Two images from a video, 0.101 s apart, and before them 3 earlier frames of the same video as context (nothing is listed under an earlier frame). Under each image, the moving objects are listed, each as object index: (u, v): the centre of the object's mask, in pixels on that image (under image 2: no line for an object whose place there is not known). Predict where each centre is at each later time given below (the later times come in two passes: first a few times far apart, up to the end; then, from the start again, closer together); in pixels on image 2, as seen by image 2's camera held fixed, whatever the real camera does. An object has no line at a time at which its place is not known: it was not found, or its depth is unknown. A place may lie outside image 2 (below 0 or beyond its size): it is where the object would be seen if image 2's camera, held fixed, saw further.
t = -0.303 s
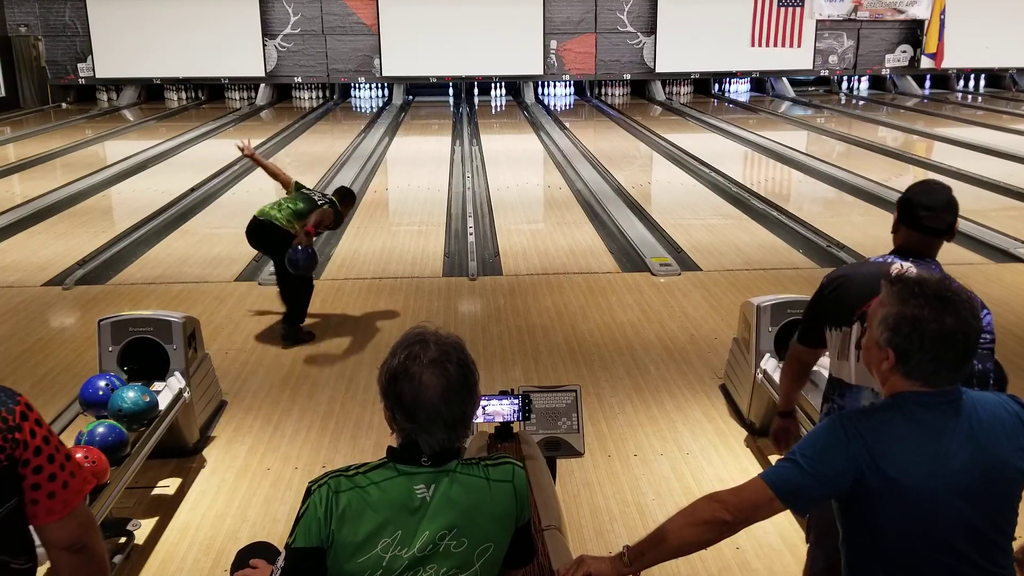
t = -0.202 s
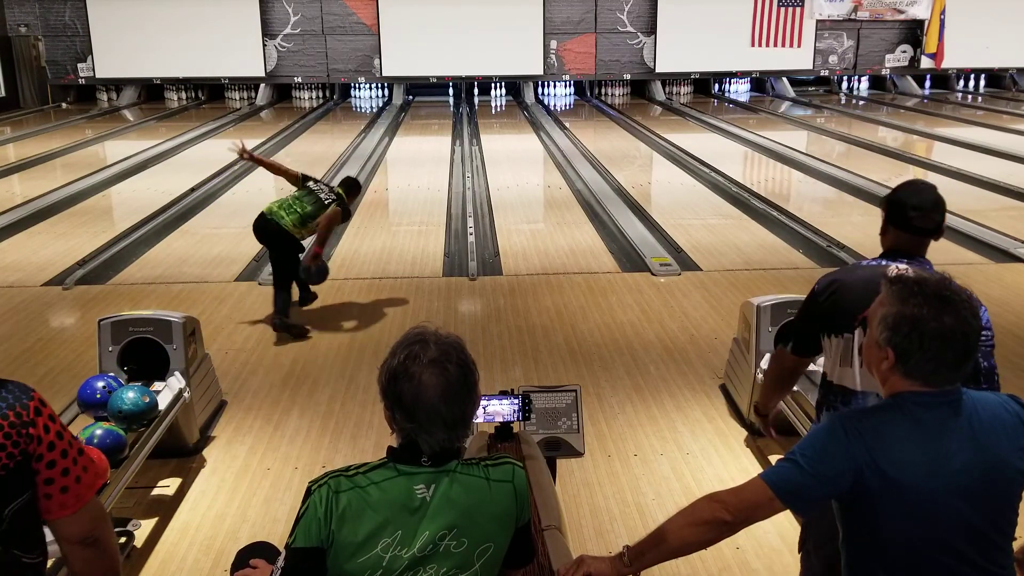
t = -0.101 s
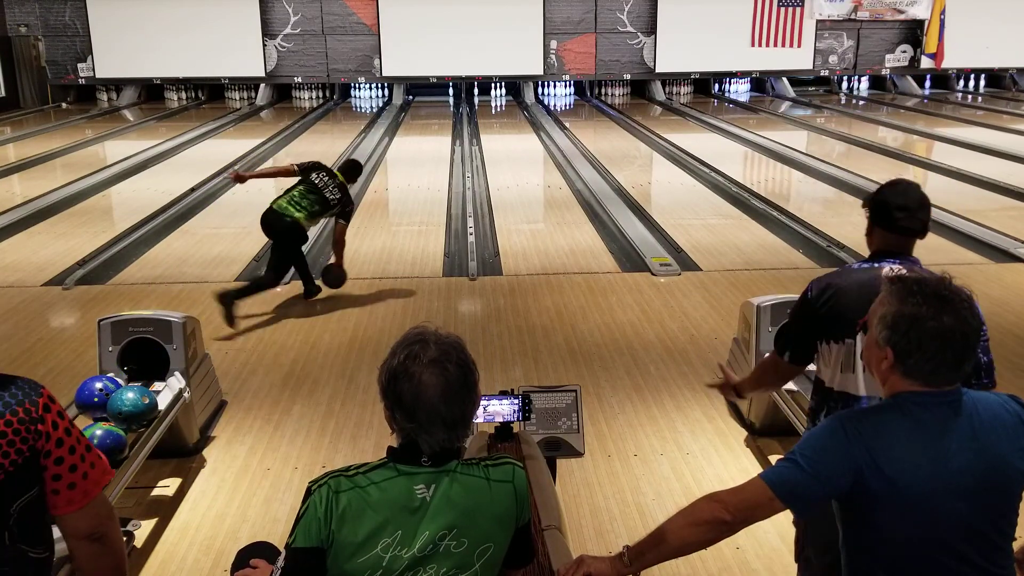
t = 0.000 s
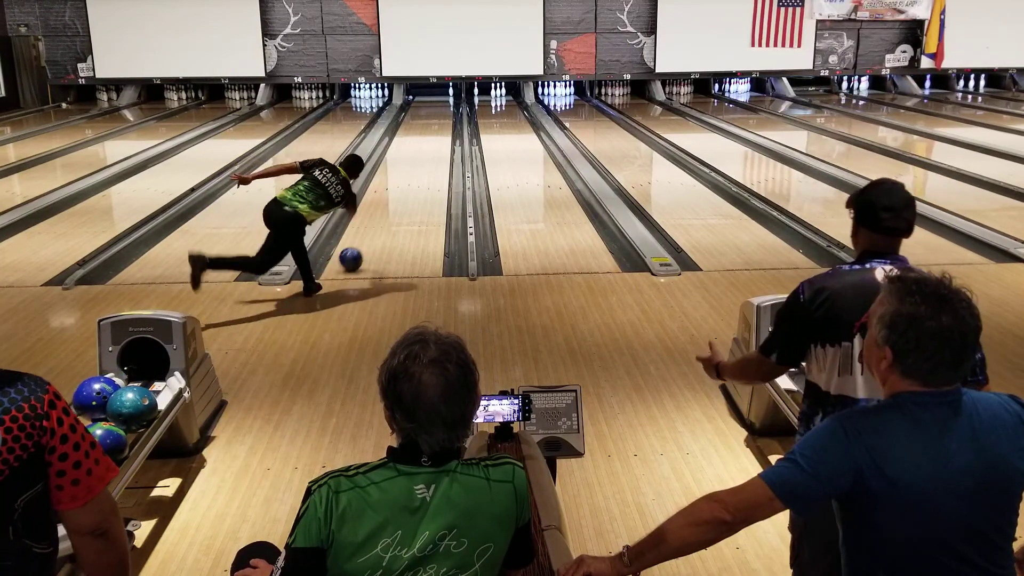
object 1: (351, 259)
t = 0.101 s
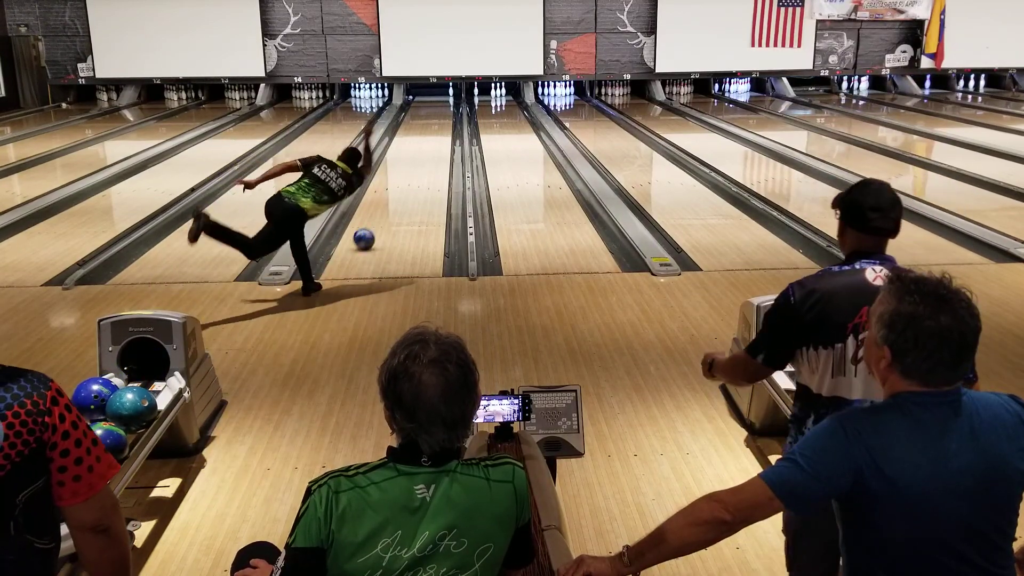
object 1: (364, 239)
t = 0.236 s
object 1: (378, 216)
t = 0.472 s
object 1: (397, 186)
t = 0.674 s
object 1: (409, 166)
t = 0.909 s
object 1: (419, 149)
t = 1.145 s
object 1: (428, 135)
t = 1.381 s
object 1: (434, 123)
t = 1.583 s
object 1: (438, 115)
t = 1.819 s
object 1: (442, 107)
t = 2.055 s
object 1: (444, 100)
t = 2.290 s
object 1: (445, 94)
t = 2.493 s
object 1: (442, 91)
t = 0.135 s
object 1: (368, 232)
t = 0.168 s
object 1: (371, 227)
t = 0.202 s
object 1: (375, 221)
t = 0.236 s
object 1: (378, 216)
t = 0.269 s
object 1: (381, 211)
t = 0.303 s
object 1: (384, 206)
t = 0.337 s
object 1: (387, 202)
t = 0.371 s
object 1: (389, 198)
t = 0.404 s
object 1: (392, 194)
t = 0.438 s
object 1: (394, 190)
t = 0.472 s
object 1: (397, 186)
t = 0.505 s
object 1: (399, 182)
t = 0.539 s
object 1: (401, 179)
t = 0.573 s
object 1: (403, 175)
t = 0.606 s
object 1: (405, 172)
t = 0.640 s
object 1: (407, 169)
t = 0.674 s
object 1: (409, 166)
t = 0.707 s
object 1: (410, 164)
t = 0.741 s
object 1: (412, 161)
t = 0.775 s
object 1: (414, 158)
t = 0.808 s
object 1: (415, 156)
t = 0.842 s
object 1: (417, 154)
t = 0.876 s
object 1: (418, 151)
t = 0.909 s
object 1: (419, 149)
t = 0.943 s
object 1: (421, 146)
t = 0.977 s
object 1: (422, 144)
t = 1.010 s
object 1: (423, 142)
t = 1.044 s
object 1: (424, 140)
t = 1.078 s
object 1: (425, 138)
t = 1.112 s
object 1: (427, 136)
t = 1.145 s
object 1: (428, 135)
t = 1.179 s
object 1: (429, 133)
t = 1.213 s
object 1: (429, 131)
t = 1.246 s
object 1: (430, 129)
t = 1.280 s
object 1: (431, 128)
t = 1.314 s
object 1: (432, 126)
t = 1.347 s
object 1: (433, 125)
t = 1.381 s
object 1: (434, 123)
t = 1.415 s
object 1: (434, 122)
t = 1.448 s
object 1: (436, 120)
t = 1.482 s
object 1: (436, 119)
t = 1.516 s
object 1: (437, 118)
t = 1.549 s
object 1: (438, 117)
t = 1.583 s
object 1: (438, 115)
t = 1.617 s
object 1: (439, 114)
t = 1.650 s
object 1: (439, 113)
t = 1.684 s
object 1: (440, 112)
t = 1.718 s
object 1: (440, 110)
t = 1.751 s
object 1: (441, 110)
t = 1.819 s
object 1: (442, 107)
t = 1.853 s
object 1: (442, 106)
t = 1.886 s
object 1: (443, 106)
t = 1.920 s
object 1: (443, 105)
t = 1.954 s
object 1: (443, 103)
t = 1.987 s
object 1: (444, 103)
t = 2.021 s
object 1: (444, 101)
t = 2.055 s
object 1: (444, 100)
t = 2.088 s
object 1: (445, 99)
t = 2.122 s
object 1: (445, 99)
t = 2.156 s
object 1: (445, 98)
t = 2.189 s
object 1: (445, 97)
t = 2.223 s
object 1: (445, 96)
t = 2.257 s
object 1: (445, 95)
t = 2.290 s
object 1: (445, 94)
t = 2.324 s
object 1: (445, 94)
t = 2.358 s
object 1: (445, 93)
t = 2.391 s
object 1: (445, 92)
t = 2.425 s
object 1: (444, 91)
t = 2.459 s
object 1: (443, 91)
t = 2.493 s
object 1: (442, 91)
